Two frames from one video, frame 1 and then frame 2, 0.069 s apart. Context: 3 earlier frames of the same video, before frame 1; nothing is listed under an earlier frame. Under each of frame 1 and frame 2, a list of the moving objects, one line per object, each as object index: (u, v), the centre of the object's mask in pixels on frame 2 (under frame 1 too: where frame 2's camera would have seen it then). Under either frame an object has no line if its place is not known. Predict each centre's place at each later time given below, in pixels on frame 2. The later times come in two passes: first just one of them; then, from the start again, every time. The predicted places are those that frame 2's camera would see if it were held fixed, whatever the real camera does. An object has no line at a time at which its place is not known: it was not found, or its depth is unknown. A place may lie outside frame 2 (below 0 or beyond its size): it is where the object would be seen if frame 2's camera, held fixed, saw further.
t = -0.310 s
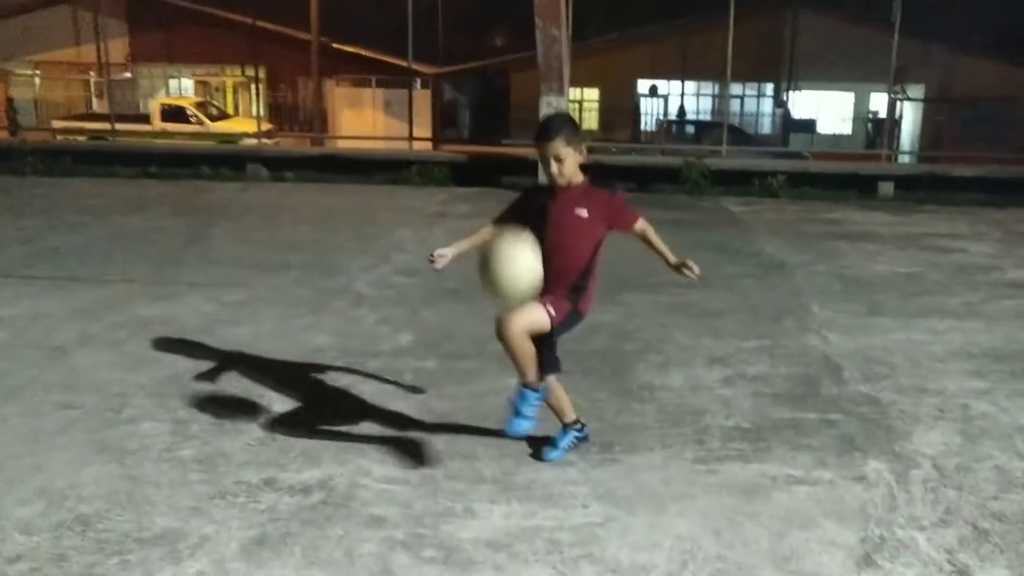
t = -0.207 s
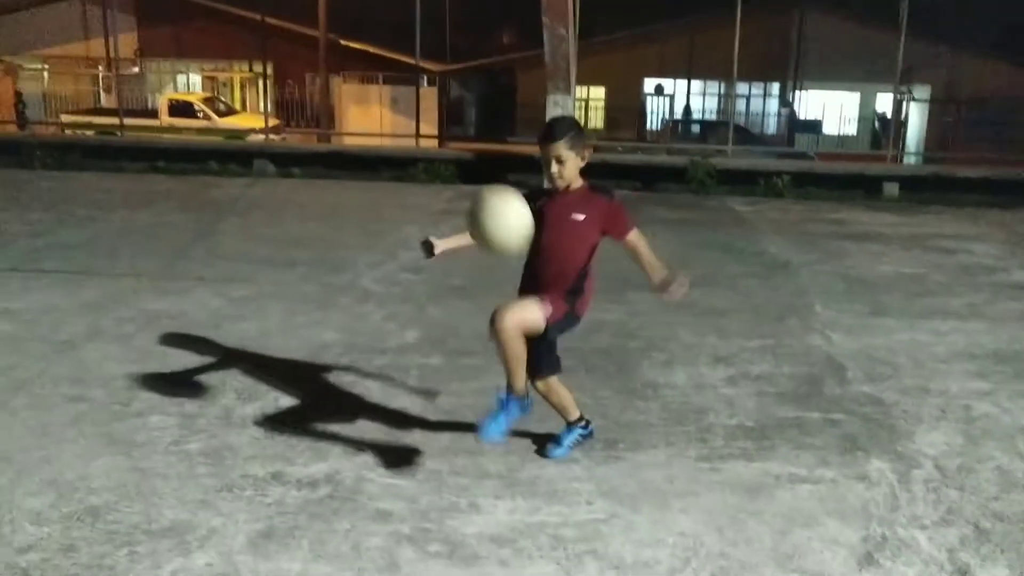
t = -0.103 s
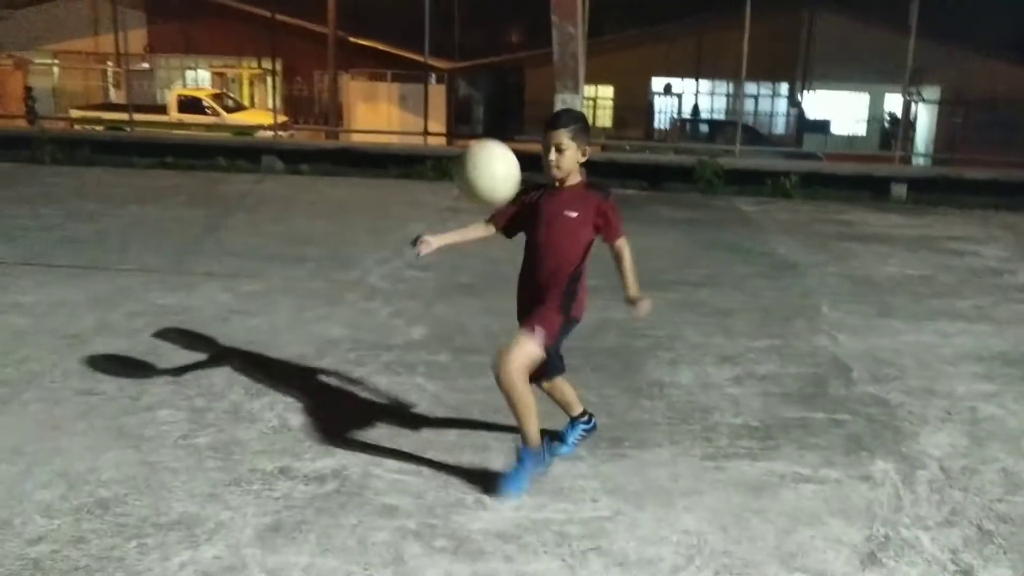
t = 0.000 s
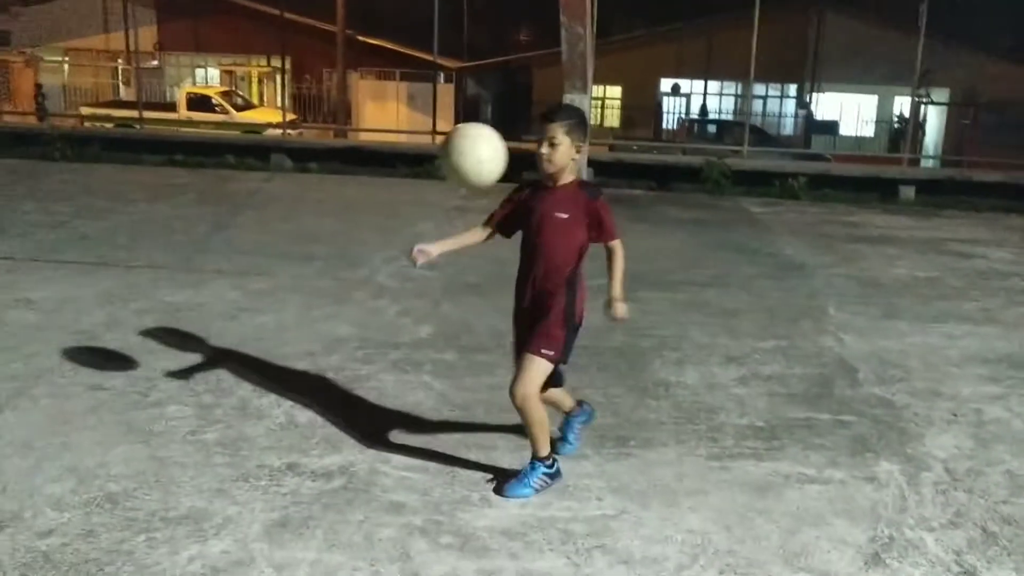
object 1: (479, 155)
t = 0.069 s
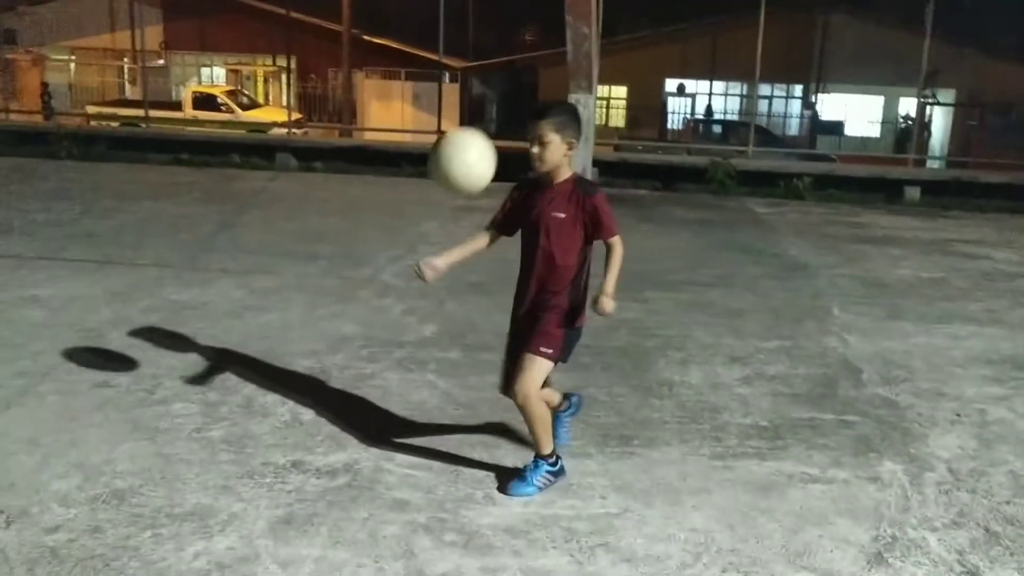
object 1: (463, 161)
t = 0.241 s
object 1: (424, 239)
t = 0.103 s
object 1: (457, 169)
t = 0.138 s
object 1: (449, 181)
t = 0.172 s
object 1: (441, 196)
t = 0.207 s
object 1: (432, 216)
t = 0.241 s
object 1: (424, 239)
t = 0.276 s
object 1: (416, 266)
